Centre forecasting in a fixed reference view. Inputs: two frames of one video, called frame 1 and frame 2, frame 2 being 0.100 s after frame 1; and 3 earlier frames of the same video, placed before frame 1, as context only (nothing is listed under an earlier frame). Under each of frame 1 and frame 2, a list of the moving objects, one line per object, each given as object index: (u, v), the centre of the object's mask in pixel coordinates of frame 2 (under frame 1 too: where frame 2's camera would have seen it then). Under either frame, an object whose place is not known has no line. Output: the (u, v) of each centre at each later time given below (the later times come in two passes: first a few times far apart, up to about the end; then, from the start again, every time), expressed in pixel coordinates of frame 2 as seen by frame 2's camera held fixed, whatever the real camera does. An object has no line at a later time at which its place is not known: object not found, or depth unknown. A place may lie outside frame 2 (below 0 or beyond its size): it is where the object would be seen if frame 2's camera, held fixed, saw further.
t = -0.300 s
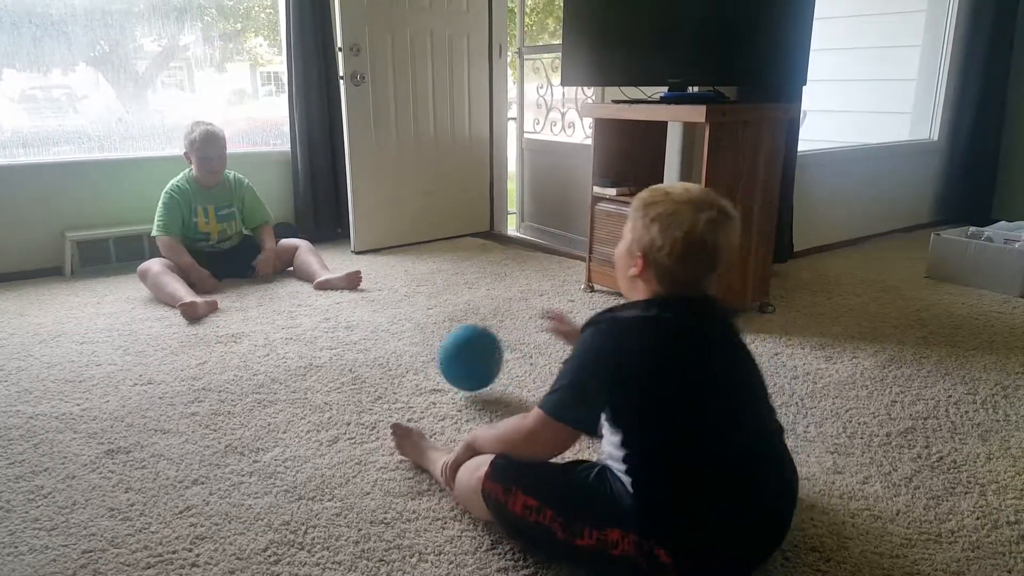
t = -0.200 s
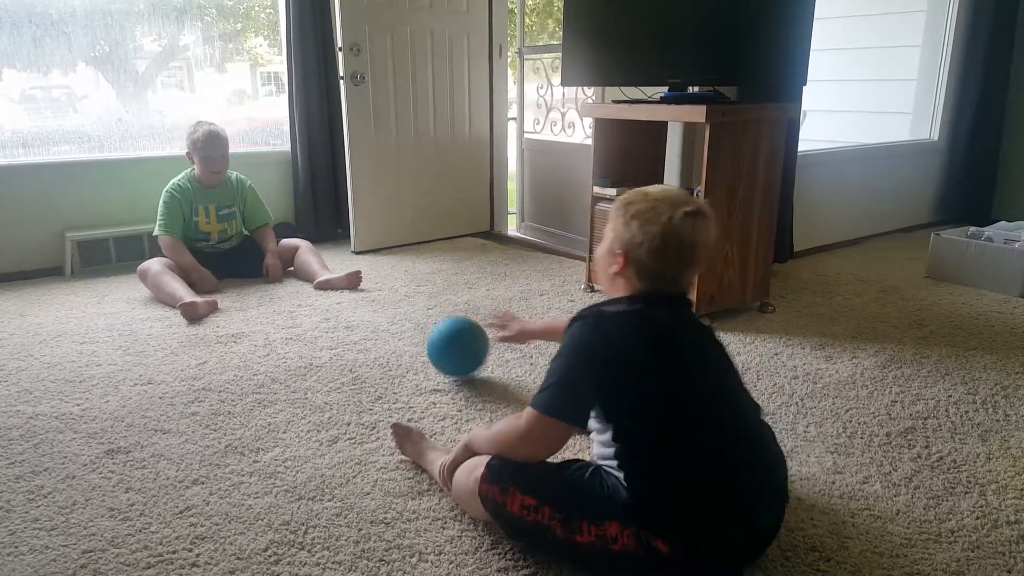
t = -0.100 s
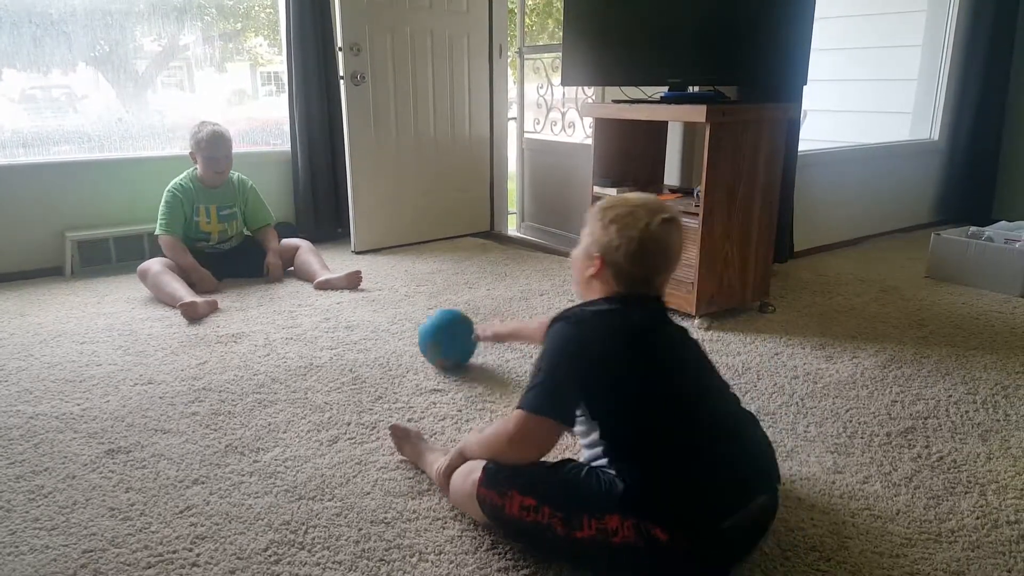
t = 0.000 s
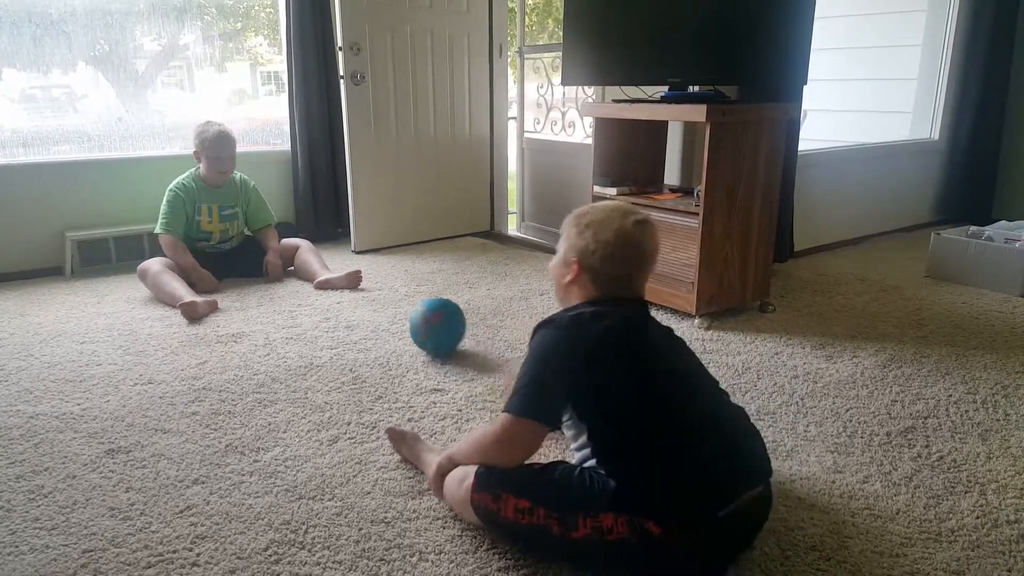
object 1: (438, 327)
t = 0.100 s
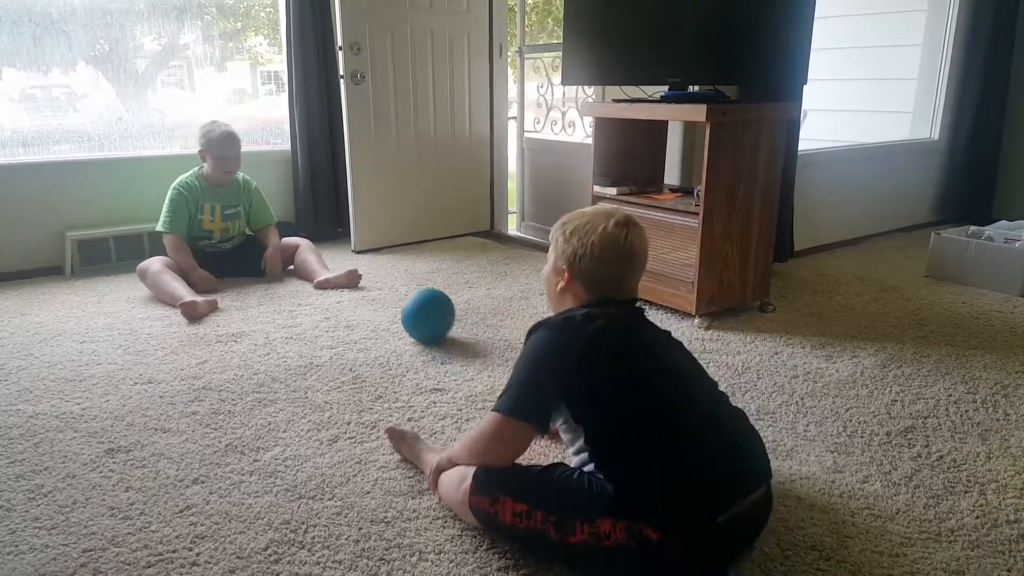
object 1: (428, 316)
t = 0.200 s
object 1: (419, 306)
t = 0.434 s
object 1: (402, 290)
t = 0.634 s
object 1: (389, 278)
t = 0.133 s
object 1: (425, 313)
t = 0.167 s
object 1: (422, 310)
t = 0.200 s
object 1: (419, 306)
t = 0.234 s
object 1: (416, 304)
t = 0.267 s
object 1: (414, 301)
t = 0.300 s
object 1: (411, 299)
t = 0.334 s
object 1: (409, 297)
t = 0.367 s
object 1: (407, 295)
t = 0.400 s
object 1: (405, 292)
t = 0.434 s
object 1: (402, 290)
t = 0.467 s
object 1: (400, 289)
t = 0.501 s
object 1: (398, 287)
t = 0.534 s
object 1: (396, 284)
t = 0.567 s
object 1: (393, 282)
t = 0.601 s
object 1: (391, 280)
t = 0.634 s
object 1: (389, 278)
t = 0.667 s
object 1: (387, 276)
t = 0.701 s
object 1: (385, 275)
